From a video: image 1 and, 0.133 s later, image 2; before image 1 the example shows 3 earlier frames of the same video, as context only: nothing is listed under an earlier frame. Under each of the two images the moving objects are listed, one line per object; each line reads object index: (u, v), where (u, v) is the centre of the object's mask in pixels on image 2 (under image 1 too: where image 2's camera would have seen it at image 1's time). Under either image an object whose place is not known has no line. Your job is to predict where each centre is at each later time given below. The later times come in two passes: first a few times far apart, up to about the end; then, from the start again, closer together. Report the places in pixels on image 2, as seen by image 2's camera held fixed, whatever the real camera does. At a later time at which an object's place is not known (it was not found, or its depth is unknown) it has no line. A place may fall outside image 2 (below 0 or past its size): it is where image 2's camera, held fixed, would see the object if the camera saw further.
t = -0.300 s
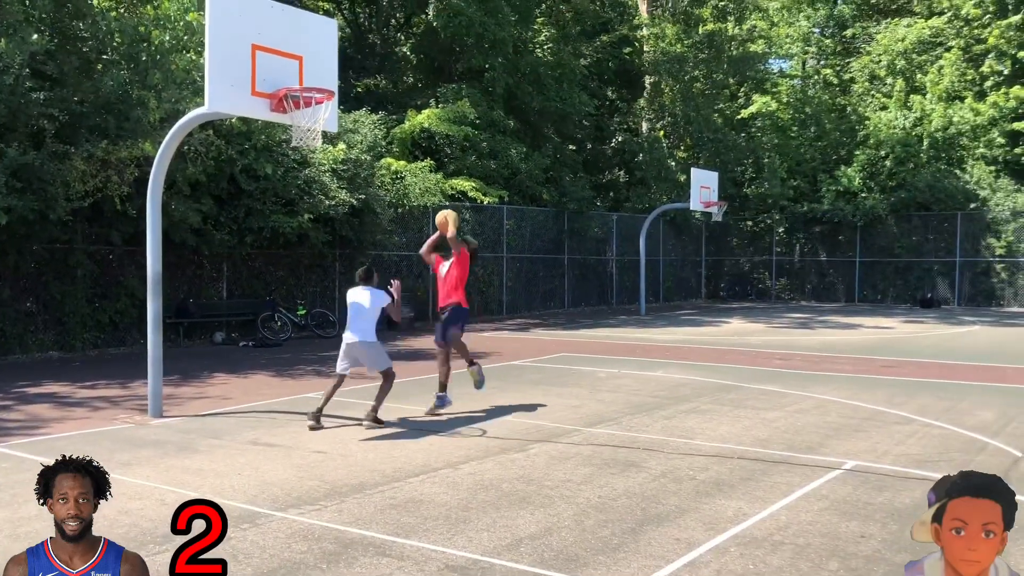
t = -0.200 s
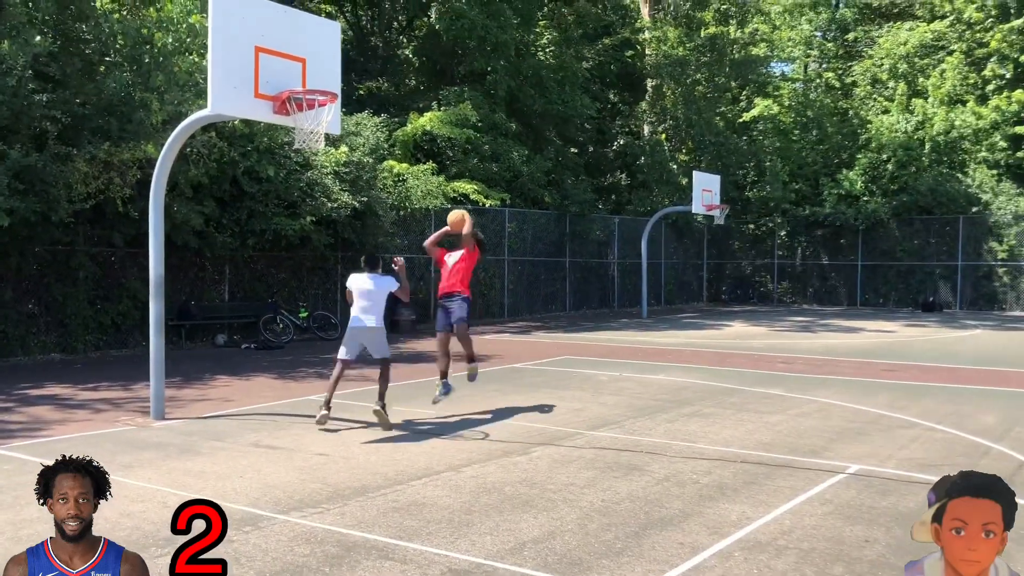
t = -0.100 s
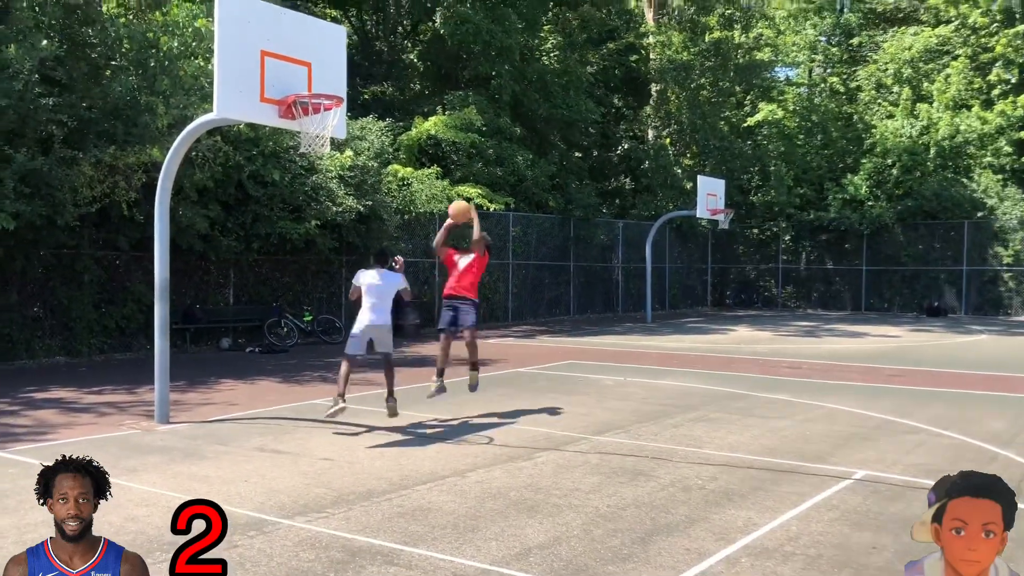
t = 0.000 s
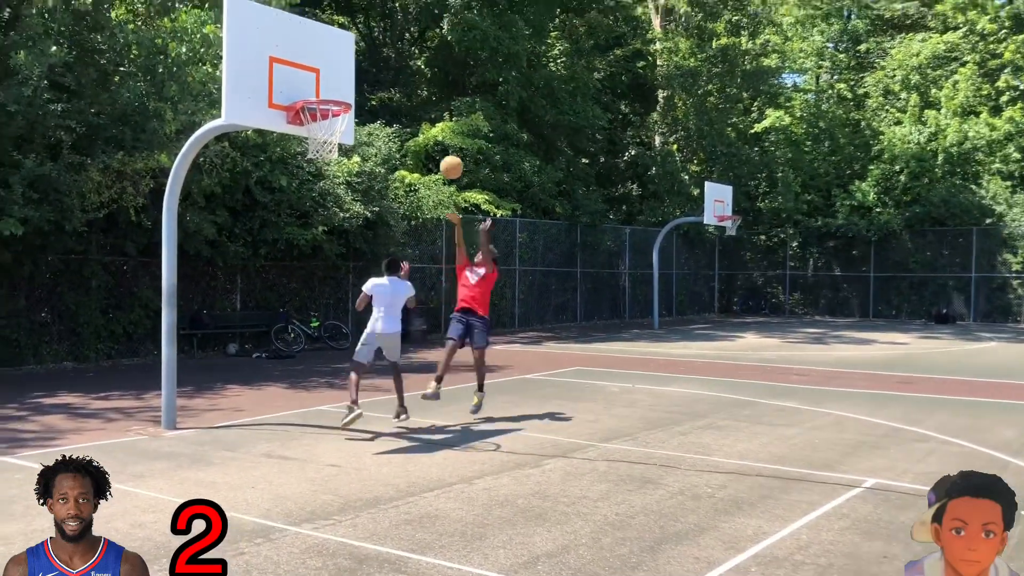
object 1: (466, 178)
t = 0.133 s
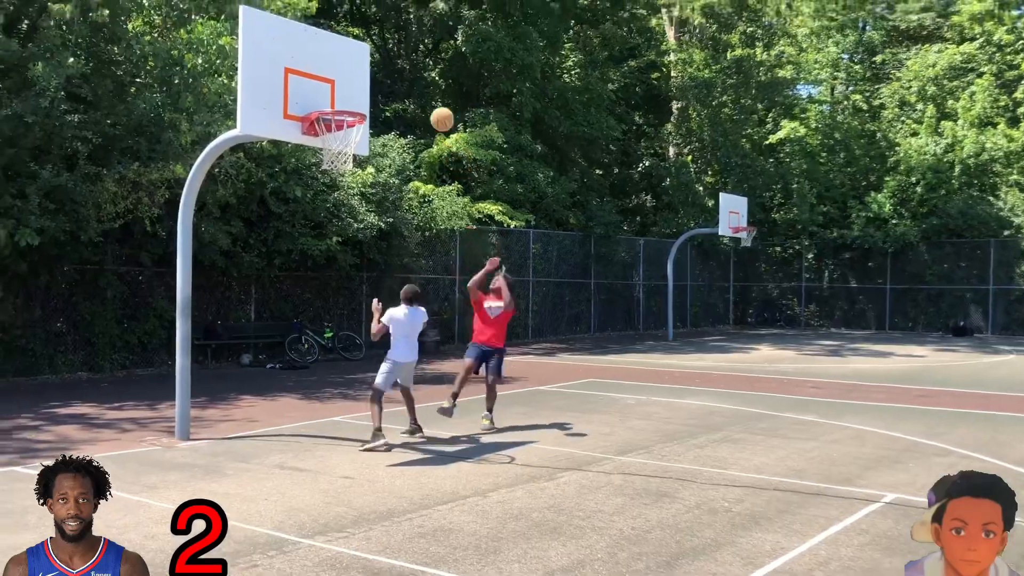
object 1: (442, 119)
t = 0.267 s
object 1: (417, 75)
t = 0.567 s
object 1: (380, 31)
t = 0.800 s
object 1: (383, 61)
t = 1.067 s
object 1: (389, 166)
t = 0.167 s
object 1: (436, 107)
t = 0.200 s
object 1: (430, 95)
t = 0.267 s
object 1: (417, 75)
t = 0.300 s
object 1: (410, 66)
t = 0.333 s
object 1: (404, 58)
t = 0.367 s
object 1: (397, 52)
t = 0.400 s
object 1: (390, 46)
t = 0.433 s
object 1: (383, 42)
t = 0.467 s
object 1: (379, 39)
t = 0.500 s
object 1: (379, 35)
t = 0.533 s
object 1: (380, 32)
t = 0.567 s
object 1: (380, 31)
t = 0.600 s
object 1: (380, 31)
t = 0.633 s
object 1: (381, 32)
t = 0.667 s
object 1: (381, 34)
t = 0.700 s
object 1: (382, 41)
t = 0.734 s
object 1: (383, 46)
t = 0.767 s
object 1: (383, 53)
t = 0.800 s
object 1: (383, 61)
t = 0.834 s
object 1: (383, 70)
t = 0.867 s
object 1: (384, 80)
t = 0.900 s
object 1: (384, 92)
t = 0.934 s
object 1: (385, 104)
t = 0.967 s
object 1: (385, 118)
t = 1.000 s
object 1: (386, 133)
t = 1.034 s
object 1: (388, 148)
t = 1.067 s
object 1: (389, 166)
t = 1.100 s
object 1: (391, 186)
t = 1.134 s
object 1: (392, 207)
